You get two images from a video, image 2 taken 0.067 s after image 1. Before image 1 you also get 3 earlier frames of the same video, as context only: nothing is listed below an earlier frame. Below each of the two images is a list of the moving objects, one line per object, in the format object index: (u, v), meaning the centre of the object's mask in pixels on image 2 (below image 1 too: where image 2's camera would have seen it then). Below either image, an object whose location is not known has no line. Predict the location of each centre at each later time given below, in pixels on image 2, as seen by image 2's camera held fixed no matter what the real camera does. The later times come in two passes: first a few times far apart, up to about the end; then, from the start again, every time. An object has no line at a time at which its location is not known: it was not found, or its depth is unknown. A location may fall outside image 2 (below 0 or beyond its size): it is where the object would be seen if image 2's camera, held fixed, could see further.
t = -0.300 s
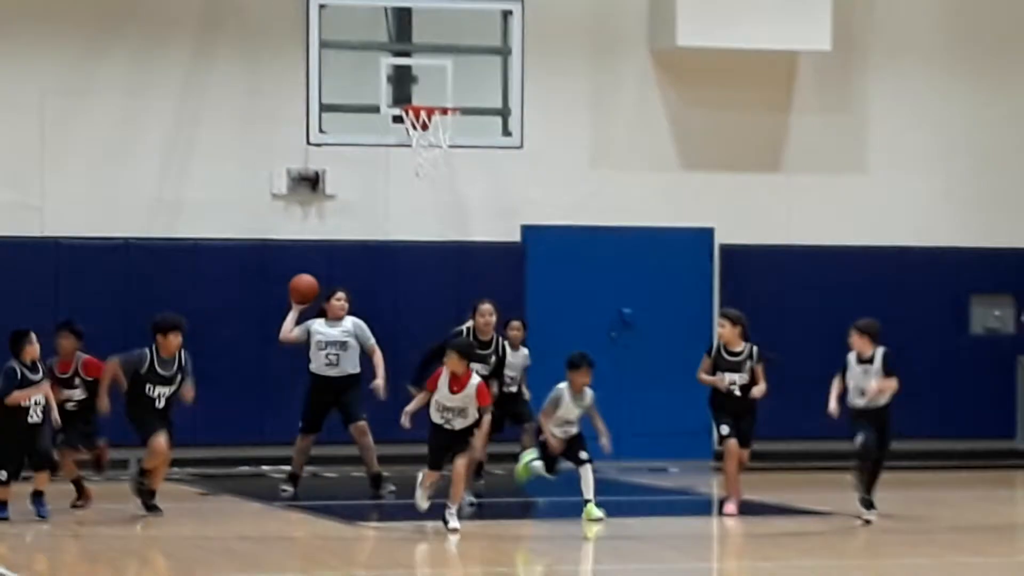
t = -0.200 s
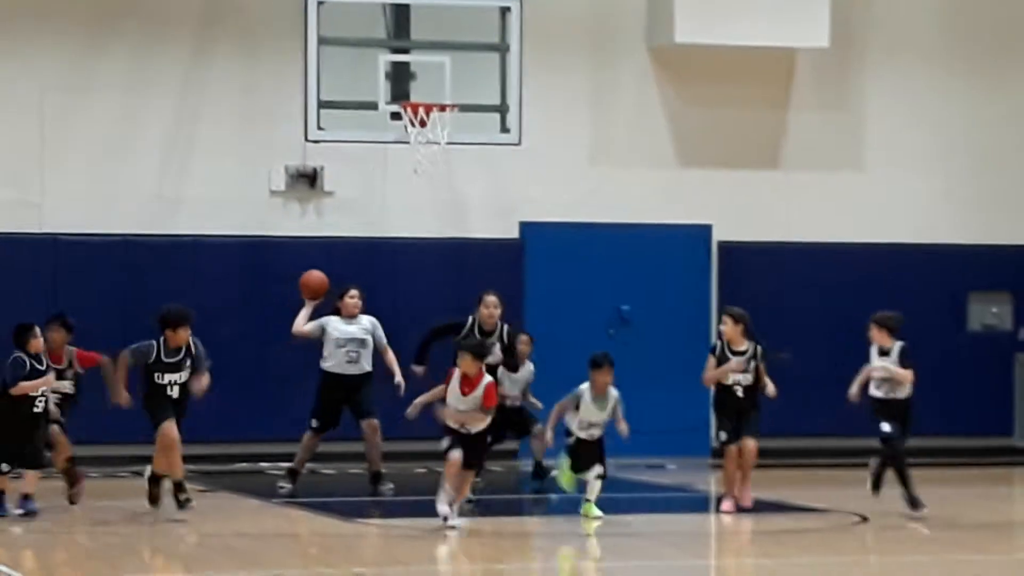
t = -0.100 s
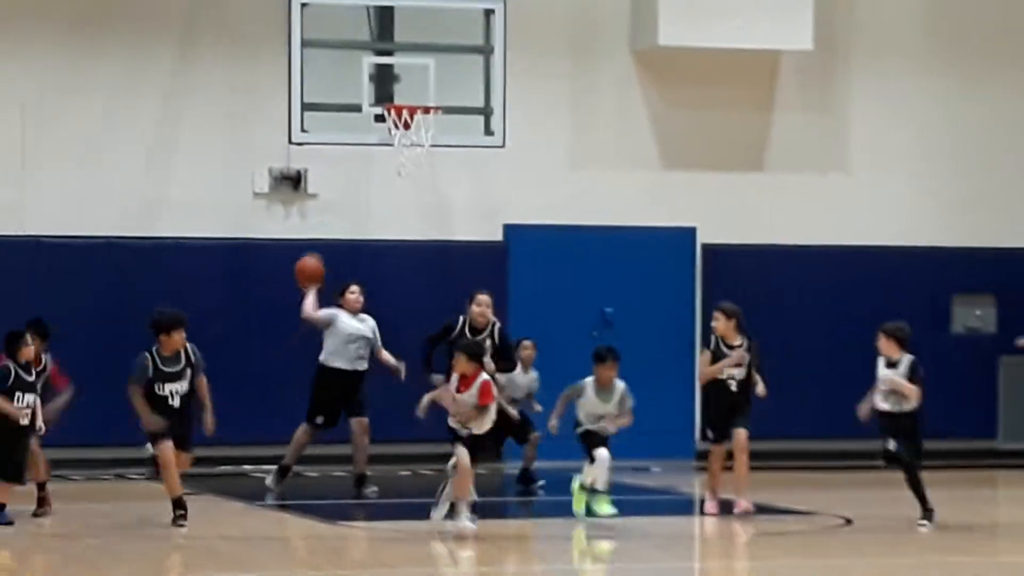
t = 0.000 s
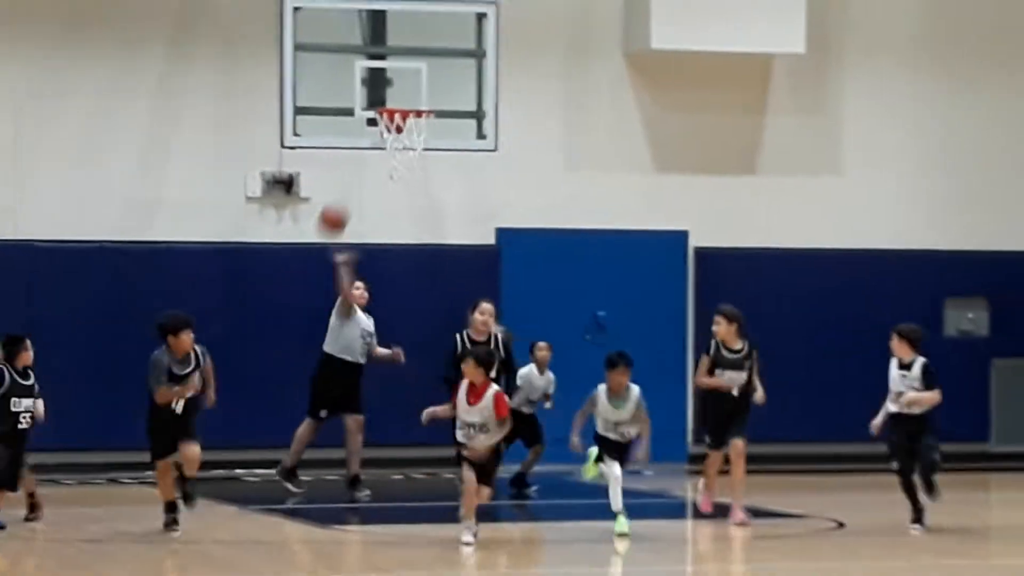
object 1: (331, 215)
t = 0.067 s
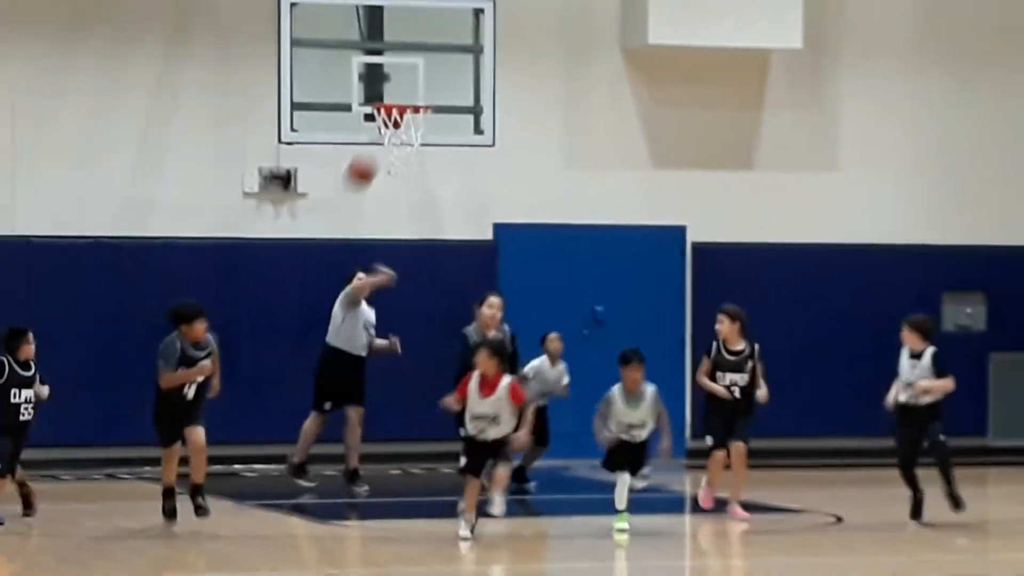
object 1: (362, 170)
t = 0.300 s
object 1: (471, 55)
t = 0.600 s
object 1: (631, 11)
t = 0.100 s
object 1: (376, 152)
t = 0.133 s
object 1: (392, 132)
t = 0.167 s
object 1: (407, 116)
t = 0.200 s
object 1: (423, 99)
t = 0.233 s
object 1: (439, 84)
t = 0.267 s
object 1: (455, 68)
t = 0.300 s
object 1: (471, 55)
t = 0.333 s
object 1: (489, 44)
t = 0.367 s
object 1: (506, 34)
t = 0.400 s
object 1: (523, 26)
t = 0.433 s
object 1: (540, 18)
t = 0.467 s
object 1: (557, 11)
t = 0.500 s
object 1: (574, 9)
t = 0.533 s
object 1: (593, 9)
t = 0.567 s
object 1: (612, 10)
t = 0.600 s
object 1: (631, 11)
